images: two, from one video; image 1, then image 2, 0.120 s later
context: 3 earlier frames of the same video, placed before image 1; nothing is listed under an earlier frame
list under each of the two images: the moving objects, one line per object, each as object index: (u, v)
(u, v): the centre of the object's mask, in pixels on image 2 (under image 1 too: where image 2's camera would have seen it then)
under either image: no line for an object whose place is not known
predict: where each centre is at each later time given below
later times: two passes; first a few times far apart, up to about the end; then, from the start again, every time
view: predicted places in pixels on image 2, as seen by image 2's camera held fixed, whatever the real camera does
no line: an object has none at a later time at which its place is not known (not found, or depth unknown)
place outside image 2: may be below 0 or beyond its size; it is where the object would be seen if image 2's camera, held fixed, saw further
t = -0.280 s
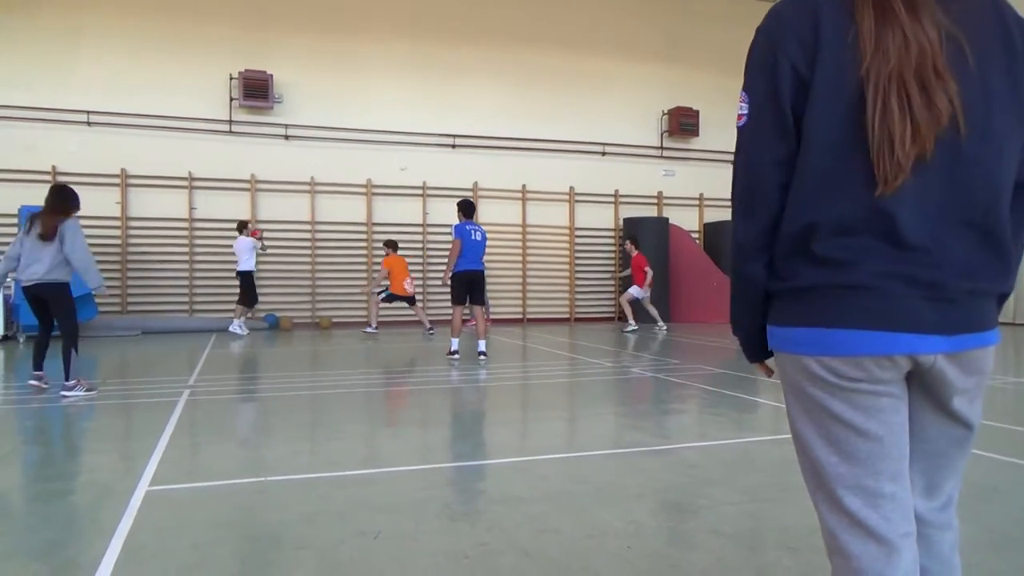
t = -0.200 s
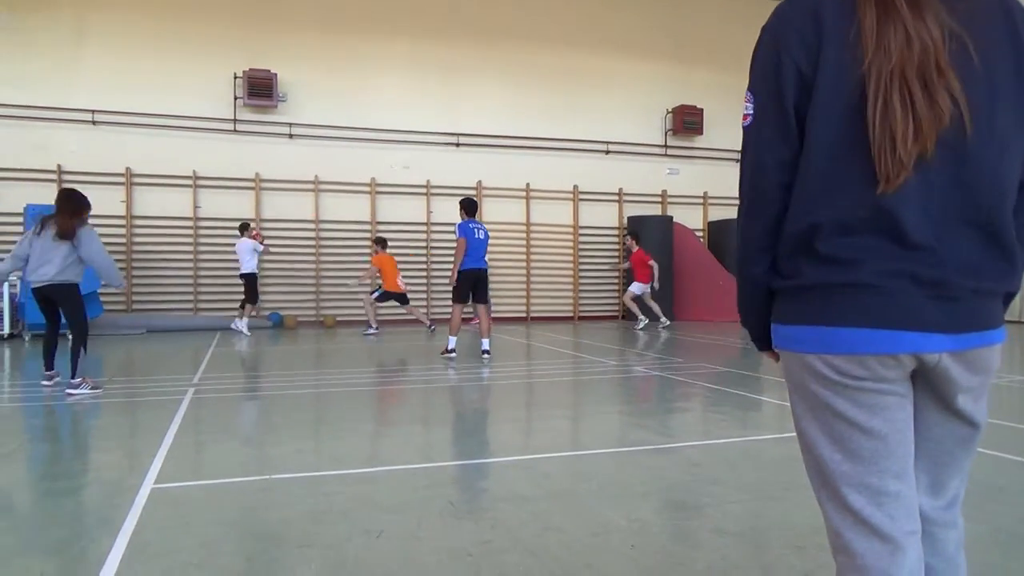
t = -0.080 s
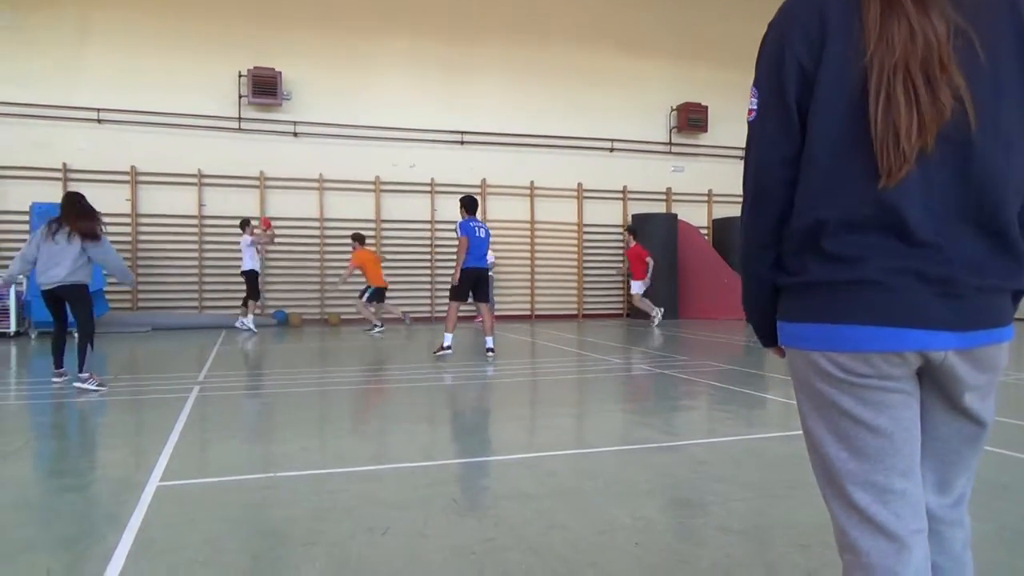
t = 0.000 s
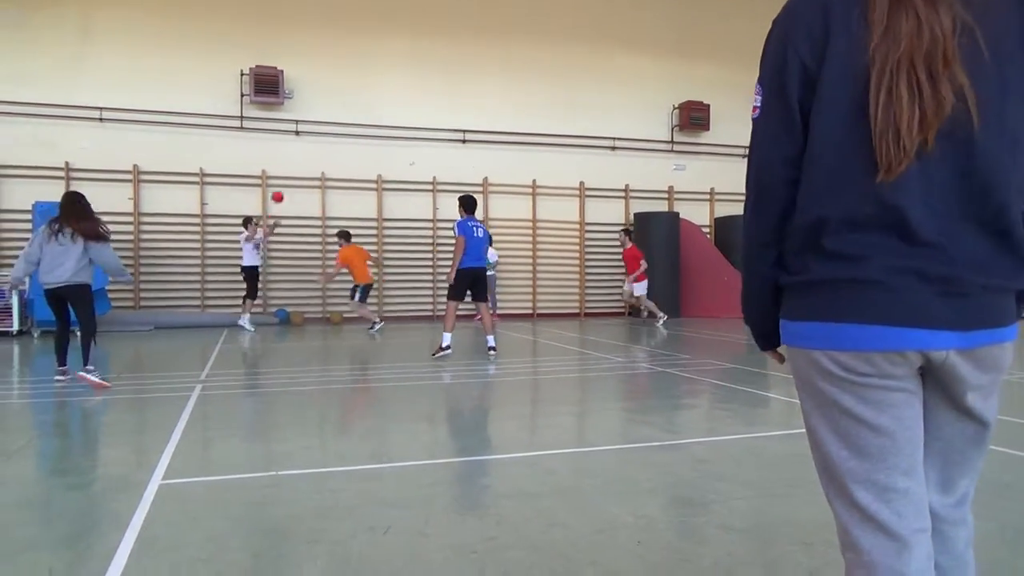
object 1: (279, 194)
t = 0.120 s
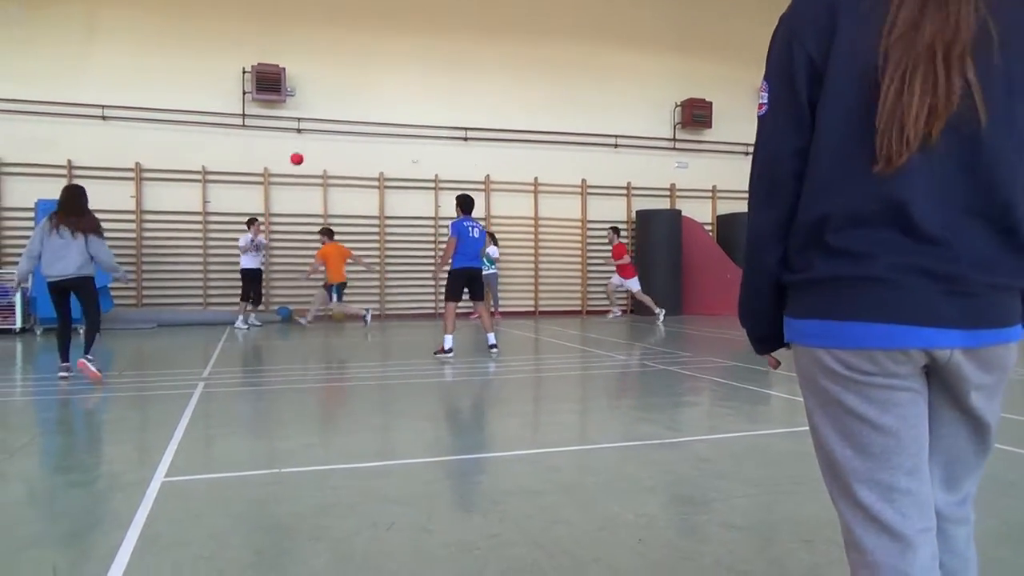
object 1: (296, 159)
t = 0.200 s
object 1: (309, 138)
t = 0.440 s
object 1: (355, 97)
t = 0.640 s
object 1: (403, 95)
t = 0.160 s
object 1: (303, 148)
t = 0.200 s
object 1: (309, 138)
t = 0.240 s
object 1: (316, 129)
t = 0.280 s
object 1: (324, 120)
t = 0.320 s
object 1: (331, 113)
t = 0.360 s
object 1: (339, 107)
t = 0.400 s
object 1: (347, 102)
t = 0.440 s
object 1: (355, 97)
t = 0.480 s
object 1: (364, 94)
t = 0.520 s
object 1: (373, 92)
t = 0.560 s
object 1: (383, 92)
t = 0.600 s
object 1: (393, 92)
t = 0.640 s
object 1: (403, 95)
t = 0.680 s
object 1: (414, 98)
